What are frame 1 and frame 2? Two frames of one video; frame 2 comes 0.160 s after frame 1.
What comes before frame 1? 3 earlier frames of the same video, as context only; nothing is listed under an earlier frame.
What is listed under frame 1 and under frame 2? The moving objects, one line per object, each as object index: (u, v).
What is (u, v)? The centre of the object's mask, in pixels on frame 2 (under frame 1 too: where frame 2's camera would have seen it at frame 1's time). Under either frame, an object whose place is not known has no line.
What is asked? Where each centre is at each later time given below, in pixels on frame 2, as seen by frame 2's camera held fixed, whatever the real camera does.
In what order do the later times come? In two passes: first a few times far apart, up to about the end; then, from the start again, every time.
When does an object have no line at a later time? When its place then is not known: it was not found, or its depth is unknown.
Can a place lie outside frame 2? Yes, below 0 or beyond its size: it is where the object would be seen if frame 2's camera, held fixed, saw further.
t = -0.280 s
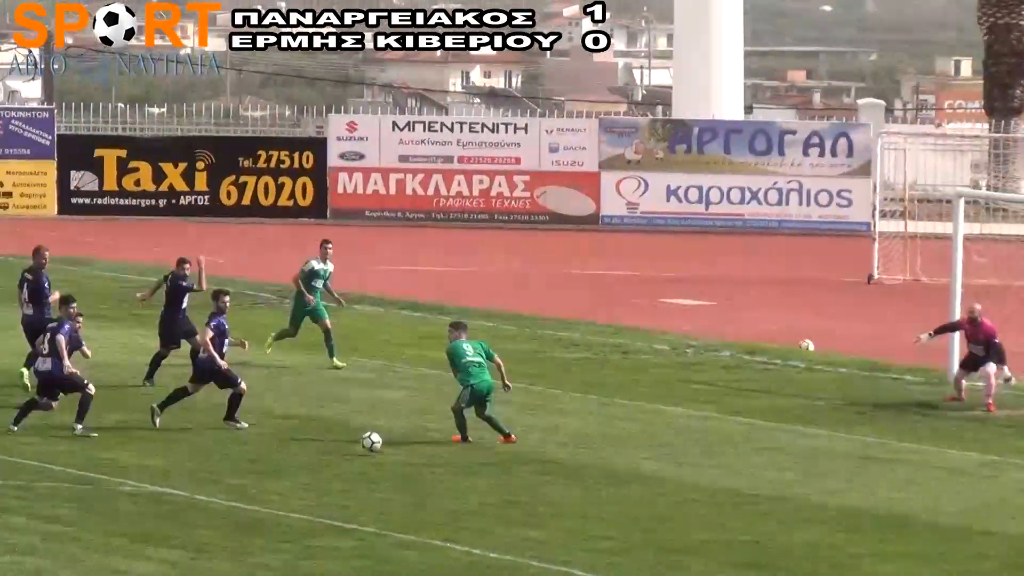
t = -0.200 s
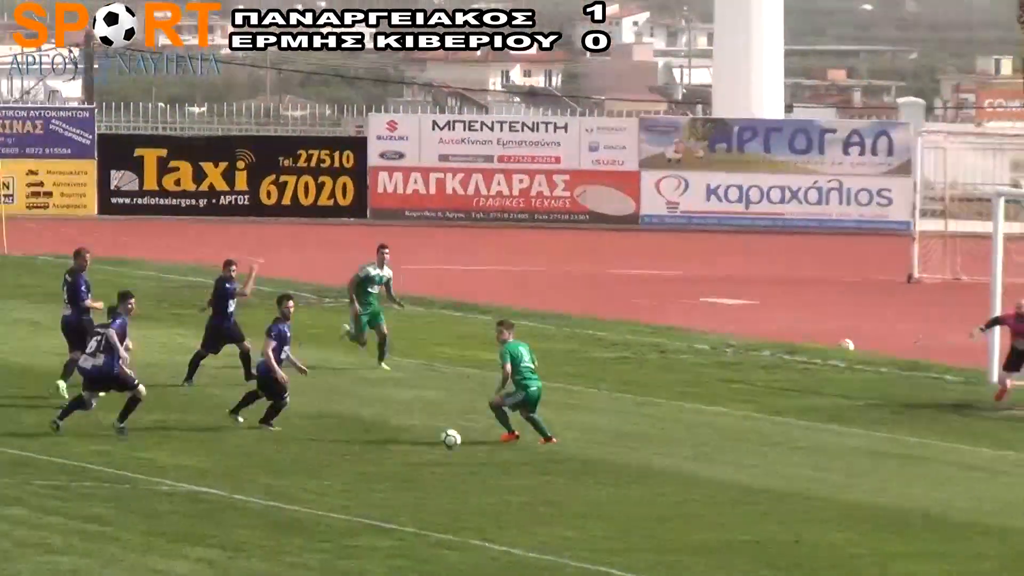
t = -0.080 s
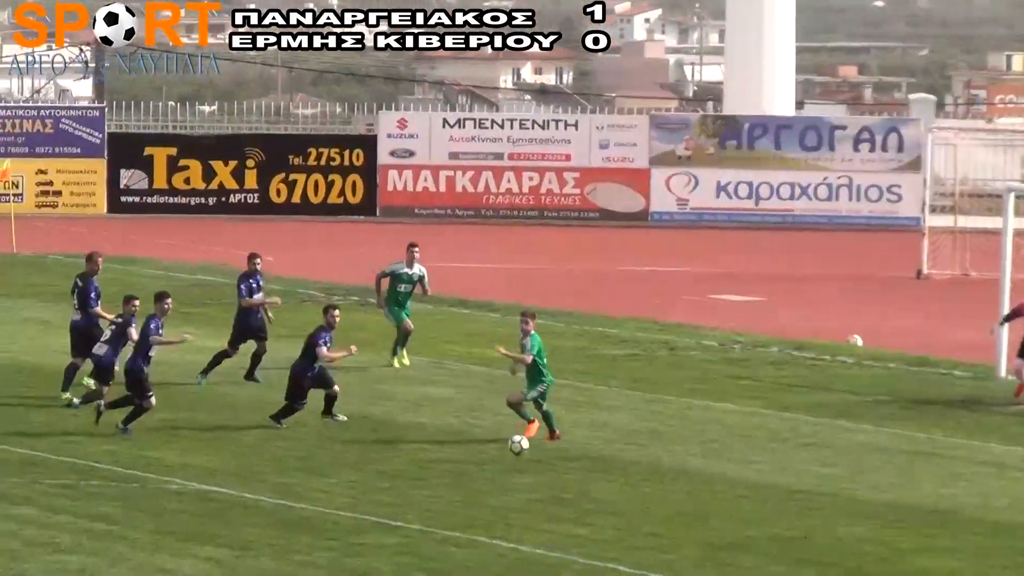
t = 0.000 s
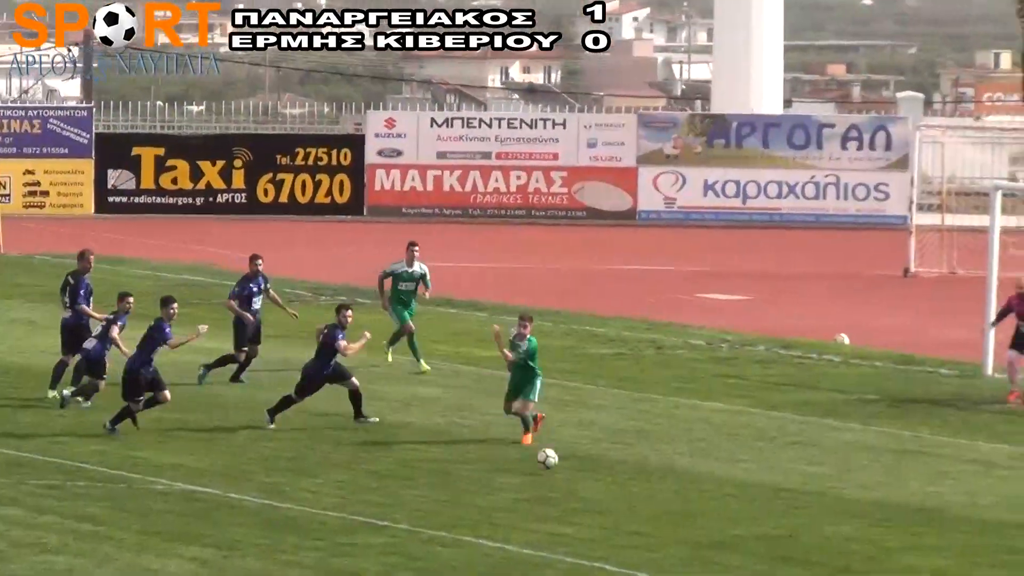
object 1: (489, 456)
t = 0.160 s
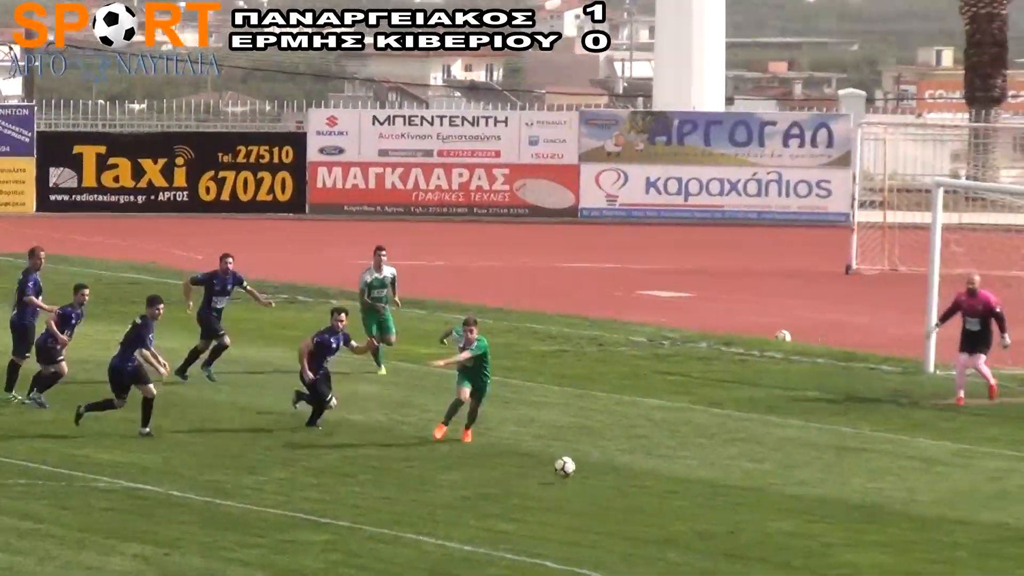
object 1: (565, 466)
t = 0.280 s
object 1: (617, 477)
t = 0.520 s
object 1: (710, 494)
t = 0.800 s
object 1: (803, 512)
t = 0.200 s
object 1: (582, 468)
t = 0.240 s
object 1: (600, 471)
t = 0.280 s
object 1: (617, 477)
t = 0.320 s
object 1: (635, 483)
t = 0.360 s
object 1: (652, 488)
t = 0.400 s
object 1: (667, 488)
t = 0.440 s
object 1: (681, 489)
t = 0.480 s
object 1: (695, 491)
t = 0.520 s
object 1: (710, 494)
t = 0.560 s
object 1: (724, 498)
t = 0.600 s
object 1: (738, 501)
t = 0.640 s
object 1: (750, 503)
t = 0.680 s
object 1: (763, 503)
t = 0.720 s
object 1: (776, 506)
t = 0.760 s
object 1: (790, 509)
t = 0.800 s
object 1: (803, 512)
